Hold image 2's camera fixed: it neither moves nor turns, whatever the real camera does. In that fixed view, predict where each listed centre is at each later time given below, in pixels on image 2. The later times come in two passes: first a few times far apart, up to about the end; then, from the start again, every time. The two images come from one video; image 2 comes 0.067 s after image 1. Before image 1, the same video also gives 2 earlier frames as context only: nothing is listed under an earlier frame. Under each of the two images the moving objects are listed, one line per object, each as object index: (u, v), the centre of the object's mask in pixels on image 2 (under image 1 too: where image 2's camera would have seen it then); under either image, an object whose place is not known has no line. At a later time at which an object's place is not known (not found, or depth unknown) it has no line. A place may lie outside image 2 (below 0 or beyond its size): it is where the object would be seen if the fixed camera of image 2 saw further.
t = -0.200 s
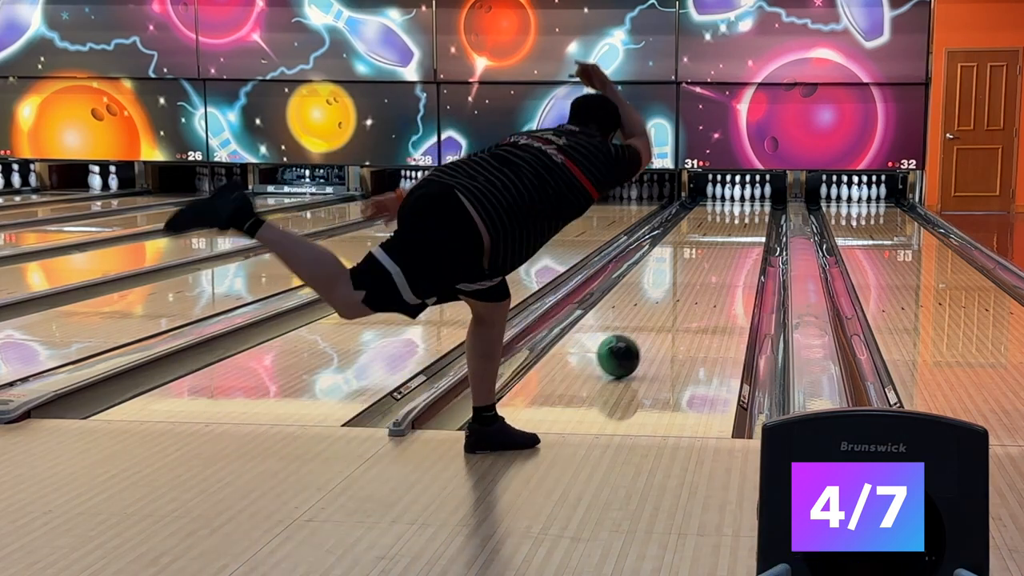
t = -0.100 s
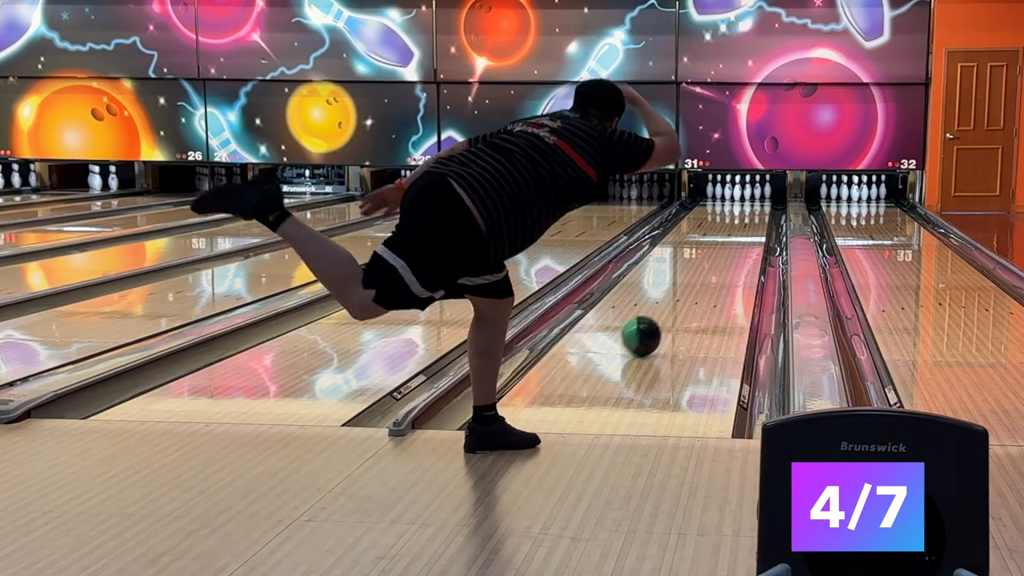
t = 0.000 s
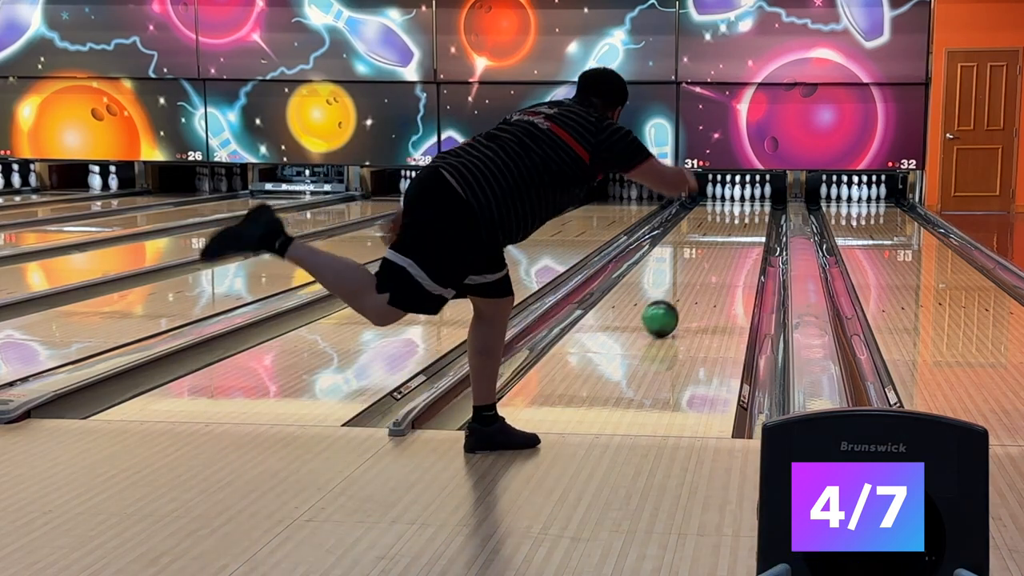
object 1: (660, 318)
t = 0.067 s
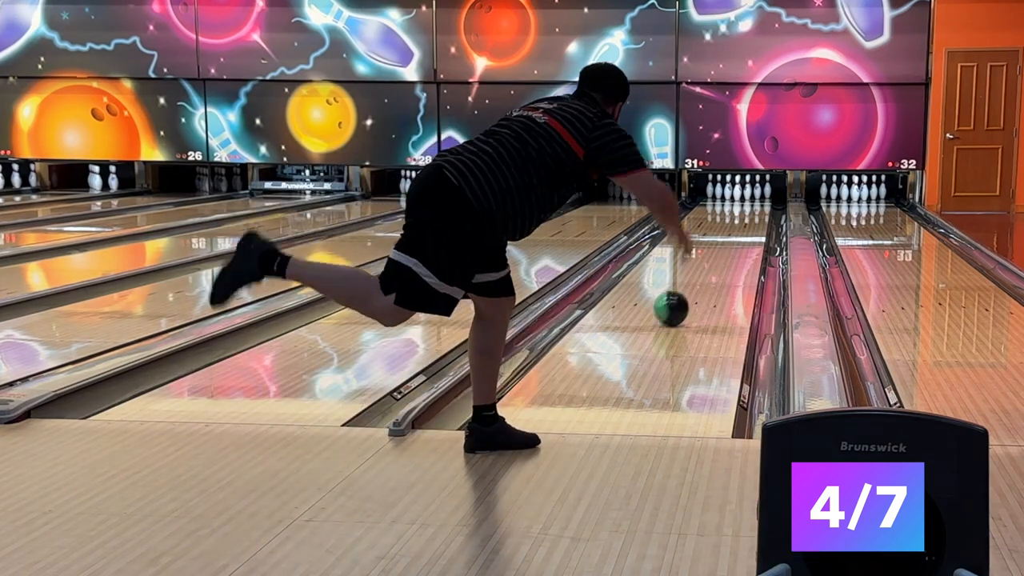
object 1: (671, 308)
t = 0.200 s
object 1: (690, 291)
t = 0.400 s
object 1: (712, 271)
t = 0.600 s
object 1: (729, 254)
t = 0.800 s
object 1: (742, 241)
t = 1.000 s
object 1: (752, 230)
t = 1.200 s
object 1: (759, 222)
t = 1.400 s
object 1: (762, 214)
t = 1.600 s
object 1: (763, 208)
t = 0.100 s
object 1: (676, 304)
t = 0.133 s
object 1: (681, 299)
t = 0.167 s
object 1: (685, 295)
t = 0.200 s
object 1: (690, 291)
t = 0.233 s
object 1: (694, 287)
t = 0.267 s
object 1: (698, 284)
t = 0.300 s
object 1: (702, 280)
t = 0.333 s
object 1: (705, 277)
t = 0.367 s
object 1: (709, 274)
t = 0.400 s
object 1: (712, 271)
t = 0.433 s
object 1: (715, 268)
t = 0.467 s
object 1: (718, 265)
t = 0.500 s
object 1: (721, 262)
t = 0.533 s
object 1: (723, 259)
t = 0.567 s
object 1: (726, 257)
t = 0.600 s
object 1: (729, 254)
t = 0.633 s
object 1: (731, 252)
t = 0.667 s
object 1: (734, 250)
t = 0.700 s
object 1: (736, 248)
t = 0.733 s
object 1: (738, 246)
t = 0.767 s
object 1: (740, 243)
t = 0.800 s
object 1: (742, 241)
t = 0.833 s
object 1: (744, 240)
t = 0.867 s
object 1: (746, 238)
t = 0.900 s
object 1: (747, 236)
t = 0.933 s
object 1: (749, 234)
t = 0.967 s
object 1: (750, 232)
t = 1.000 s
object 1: (752, 230)
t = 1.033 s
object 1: (754, 229)
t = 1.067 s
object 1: (755, 227)
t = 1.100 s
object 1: (755, 226)
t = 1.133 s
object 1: (757, 224)
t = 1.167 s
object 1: (758, 223)
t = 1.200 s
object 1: (759, 222)
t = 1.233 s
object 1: (759, 220)
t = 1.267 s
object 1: (760, 219)
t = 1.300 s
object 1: (761, 218)
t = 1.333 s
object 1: (761, 216)
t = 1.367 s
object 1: (762, 215)
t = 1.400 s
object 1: (762, 214)
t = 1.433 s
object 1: (762, 213)
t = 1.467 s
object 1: (763, 212)
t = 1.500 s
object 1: (763, 211)
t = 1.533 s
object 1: (763, 210)
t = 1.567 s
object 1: (763, 209)
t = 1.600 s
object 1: (763, 208)
